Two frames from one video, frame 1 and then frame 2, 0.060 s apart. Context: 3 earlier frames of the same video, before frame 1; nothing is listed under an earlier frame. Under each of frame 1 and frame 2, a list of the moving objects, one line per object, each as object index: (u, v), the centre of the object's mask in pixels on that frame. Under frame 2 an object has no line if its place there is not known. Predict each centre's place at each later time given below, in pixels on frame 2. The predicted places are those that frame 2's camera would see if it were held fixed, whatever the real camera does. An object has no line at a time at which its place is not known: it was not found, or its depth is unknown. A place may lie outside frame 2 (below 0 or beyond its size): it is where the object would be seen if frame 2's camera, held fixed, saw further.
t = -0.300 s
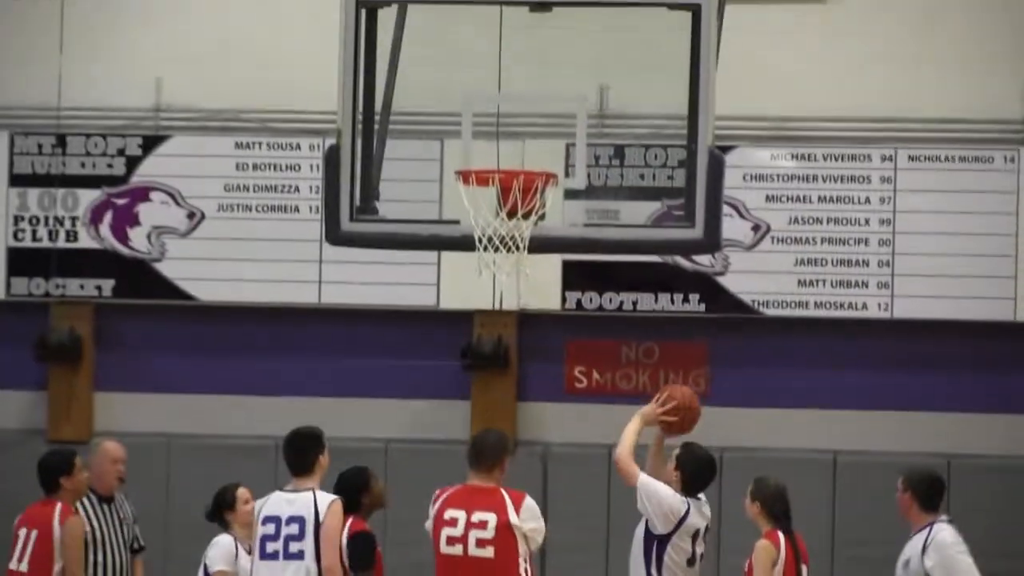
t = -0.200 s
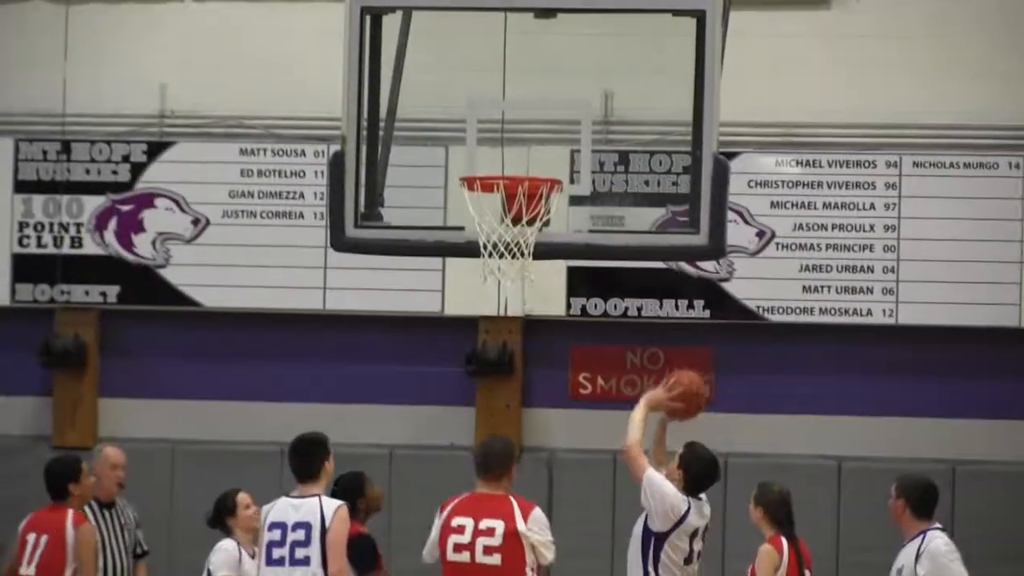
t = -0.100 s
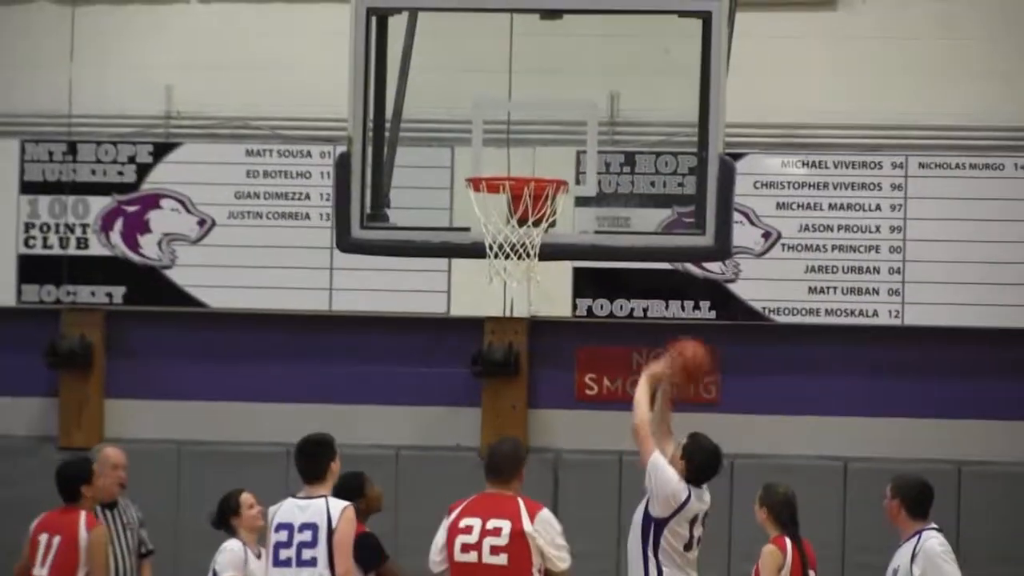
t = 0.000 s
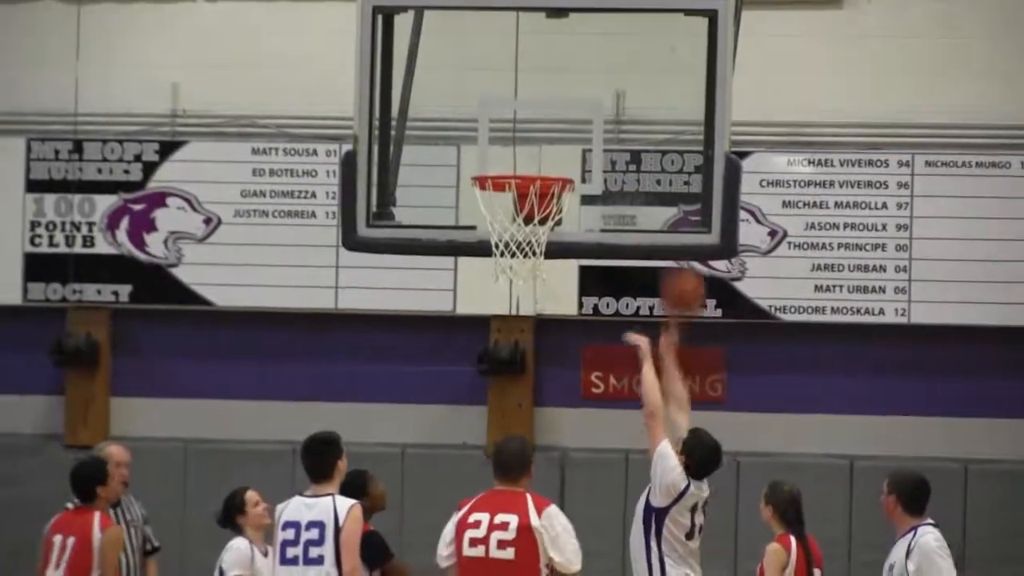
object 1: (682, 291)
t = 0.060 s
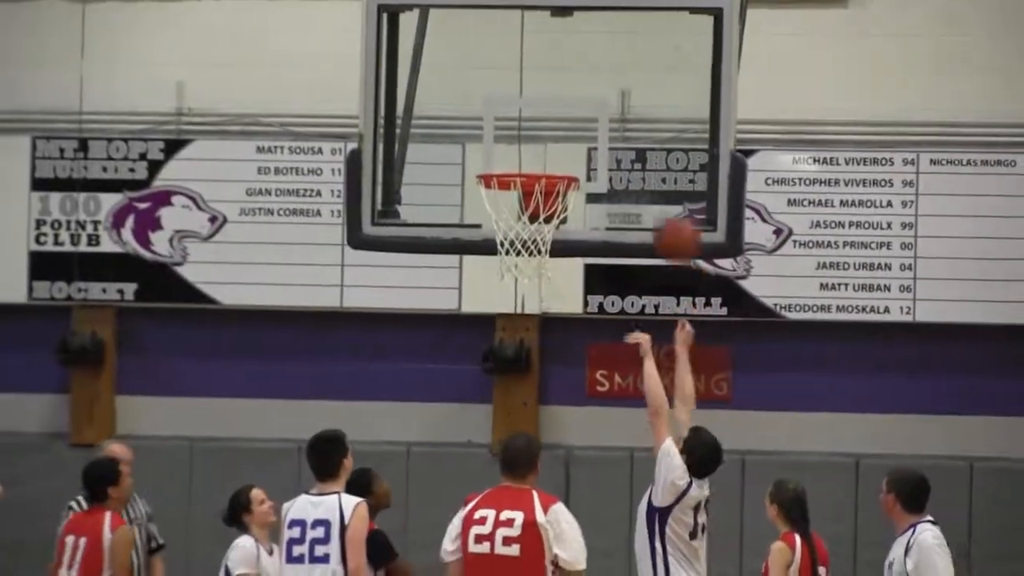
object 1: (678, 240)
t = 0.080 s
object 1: (673, 226)
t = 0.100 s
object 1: (670, 211)
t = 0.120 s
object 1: (664, 192)
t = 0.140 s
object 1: (661, 181)
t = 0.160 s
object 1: (657, 170)
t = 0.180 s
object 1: (652, 160)
